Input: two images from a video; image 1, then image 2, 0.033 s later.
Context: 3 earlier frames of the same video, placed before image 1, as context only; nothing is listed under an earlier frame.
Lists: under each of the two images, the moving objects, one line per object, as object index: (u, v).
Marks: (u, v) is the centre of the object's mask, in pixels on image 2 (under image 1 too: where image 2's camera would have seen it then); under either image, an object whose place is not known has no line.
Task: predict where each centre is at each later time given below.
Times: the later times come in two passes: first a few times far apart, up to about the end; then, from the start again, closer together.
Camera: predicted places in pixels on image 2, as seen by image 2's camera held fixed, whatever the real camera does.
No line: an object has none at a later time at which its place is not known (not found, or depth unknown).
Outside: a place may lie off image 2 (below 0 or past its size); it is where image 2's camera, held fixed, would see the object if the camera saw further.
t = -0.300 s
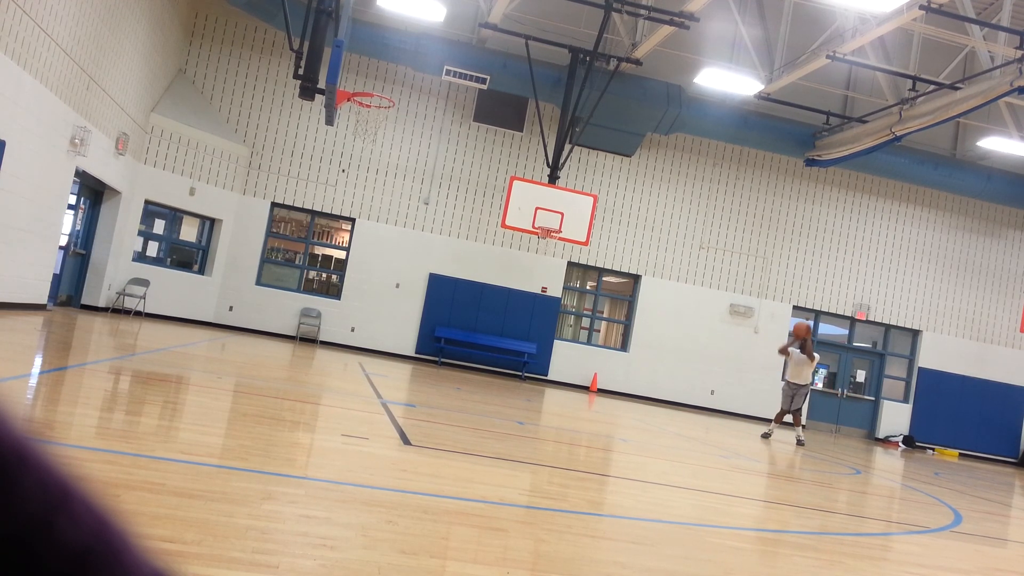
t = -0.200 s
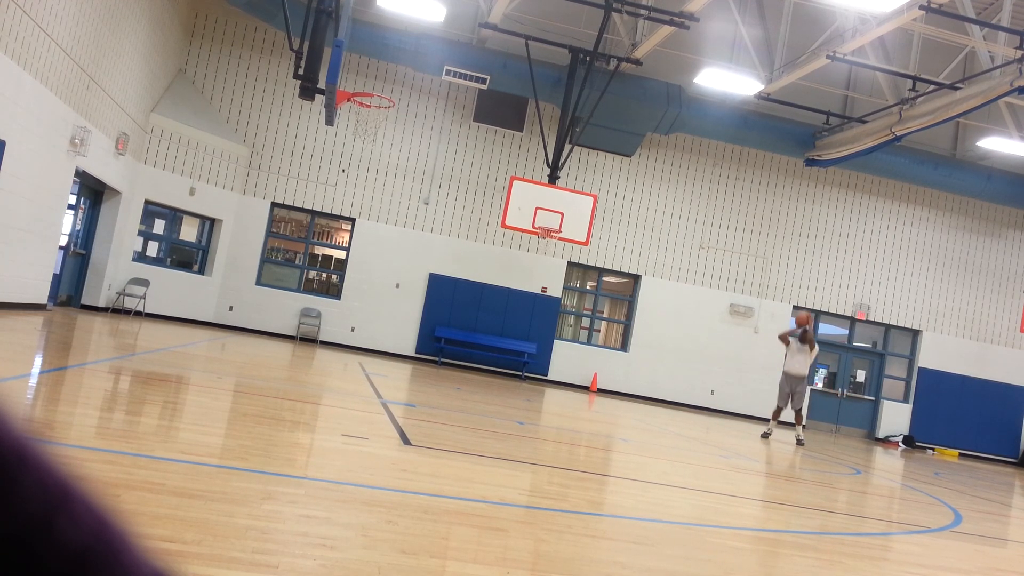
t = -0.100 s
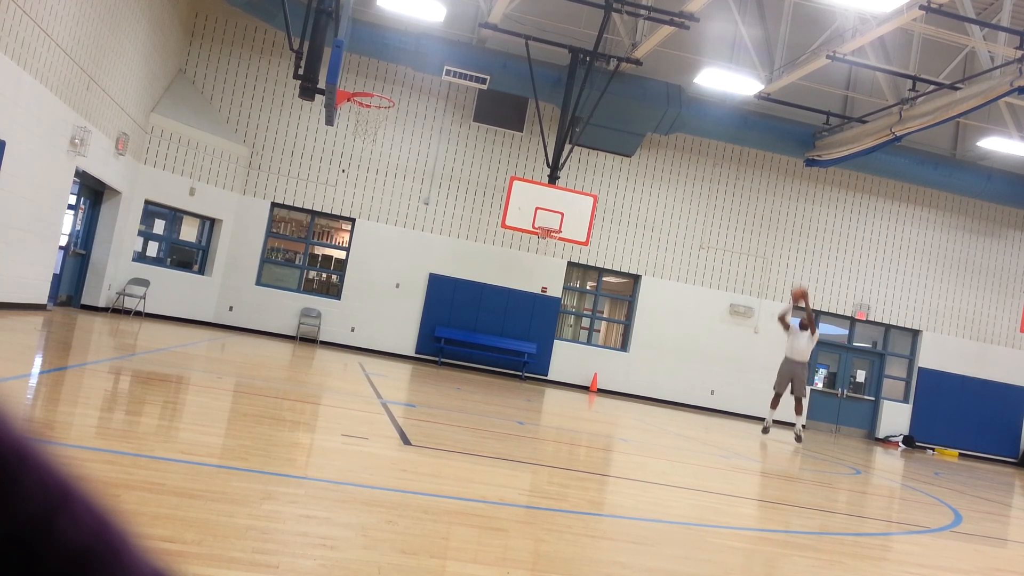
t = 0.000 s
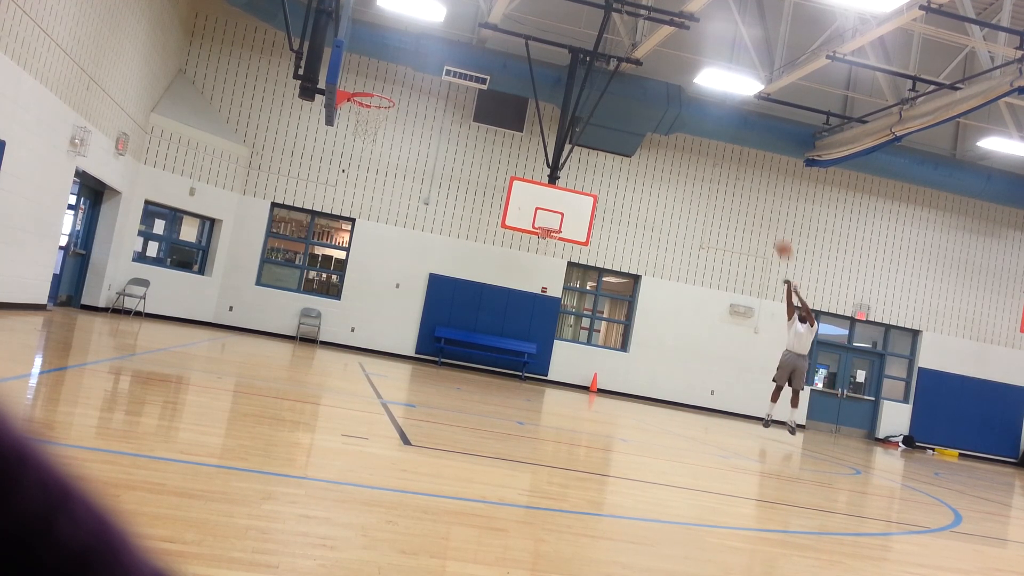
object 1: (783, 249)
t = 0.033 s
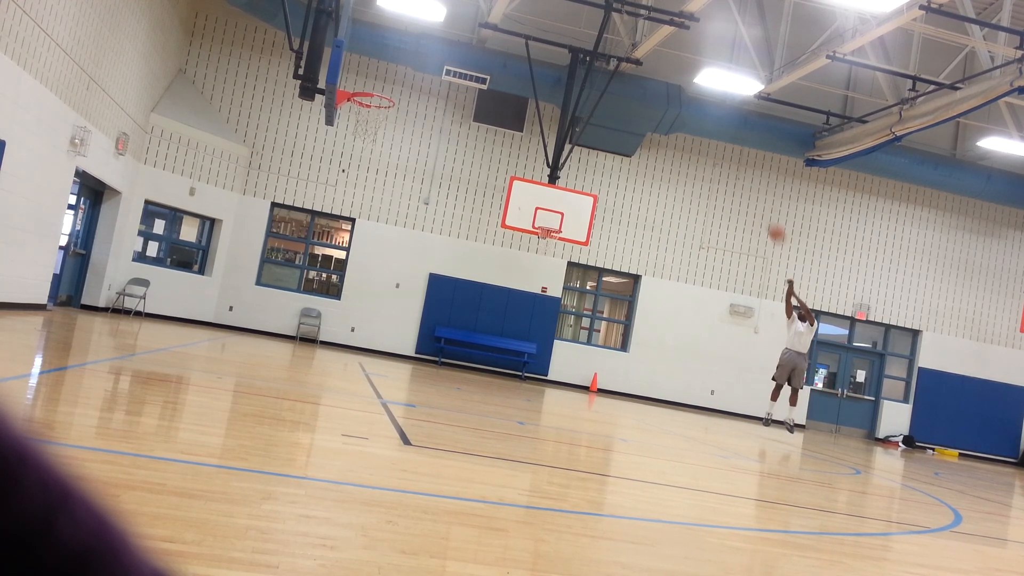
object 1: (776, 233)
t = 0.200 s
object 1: (740, 165)
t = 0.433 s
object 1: (678, 92)
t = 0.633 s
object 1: (616, 53)
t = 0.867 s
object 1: (528, 42)
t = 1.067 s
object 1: (439, 66)
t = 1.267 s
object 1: (357, 83)
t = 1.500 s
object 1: (401, 84)
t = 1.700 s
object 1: (449, 124)
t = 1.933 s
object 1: (499, 222)
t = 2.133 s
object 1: (535, 355)
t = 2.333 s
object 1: (574, 349)
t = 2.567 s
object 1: (619, 271)
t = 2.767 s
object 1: (651, 246)
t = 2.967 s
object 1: (677, 260)
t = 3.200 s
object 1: (700, 331)
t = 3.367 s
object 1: (712, 423)
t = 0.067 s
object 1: (770, 219)
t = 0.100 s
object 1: (762, 205)
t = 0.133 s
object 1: (754, 190)
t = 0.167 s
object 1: (747, 178)
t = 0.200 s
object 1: (740, 165)
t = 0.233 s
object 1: (732, 152)
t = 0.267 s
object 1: (724, 140)
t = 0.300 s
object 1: (715, 129)
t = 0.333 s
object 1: (706, 119)
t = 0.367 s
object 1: (697, 109)
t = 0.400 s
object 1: (688, 100)
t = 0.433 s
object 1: (678, 92)
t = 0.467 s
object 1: (669, 84)
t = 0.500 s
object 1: (658, 76)
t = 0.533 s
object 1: (648, 70)
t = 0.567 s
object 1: (637, 63)
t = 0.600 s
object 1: (627, 58)
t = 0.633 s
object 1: (616, 53)
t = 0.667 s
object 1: (604, 50)
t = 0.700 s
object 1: (593, 47)
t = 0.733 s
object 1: (579, 44)
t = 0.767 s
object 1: (568, 42)
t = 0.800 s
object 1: (554, 41)
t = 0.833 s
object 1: (541, 41)
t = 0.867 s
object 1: (528, 42)
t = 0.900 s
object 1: (515, 44)
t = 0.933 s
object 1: (499, 47)
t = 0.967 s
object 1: (485, 50)
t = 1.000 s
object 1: (472, 55)
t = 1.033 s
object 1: (457, 59)
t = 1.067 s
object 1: (439, 66)
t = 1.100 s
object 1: (423, 74)
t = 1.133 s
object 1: (405, 84)
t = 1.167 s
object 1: (389, 92)
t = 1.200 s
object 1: (377, 93)
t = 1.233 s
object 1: (366, 85)
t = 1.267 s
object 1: (357, 83)
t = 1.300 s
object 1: (350, 79)
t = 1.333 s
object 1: (357, 77)
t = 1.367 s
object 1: (366, 77)
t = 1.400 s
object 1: (375, 77)
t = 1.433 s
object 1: (383, 78)
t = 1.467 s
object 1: (393, 80)
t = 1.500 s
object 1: (401, 84)
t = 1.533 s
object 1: (409, 88)
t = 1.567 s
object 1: (417, 93)
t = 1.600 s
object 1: (426, 99)
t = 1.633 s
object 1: (433, 106)
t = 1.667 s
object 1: (442, 115)
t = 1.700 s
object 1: (449, 124)
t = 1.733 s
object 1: (457, 135)
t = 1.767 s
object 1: (464, 147)
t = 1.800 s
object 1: (471, 159)
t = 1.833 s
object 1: (478, 173)
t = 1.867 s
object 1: (485, 189)
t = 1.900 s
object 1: (492, 204)
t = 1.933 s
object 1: (499, 222)
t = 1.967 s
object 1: (505, 242)
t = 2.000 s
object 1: (512, 262)
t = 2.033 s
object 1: (518, 283)
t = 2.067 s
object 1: (524, 307)
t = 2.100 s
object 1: (530, 329)
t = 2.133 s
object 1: (535, 355)
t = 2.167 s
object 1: (539, 379)
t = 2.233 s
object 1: (553, 396)
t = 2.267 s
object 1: (560, 379)
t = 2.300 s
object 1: (568, 362)
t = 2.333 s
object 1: (574, 349)
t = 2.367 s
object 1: (581, 335)
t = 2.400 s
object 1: (588, 321)
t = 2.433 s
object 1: (595, 309)
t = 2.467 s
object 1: (602, 298)
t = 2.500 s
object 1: (607, 288)
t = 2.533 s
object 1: (612, 281)
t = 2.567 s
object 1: (619, 271)
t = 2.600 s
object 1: (625, 264)
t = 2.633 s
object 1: (630, 258)
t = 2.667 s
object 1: (636, 253)
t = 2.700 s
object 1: (641, 250)
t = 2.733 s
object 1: (646, 247)
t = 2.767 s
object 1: (651, 246)
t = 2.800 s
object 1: (656, 245)
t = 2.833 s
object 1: (660, 246)
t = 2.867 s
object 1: (664, 248)
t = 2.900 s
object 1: (669, 251)
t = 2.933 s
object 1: (673, 255)
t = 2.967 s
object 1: (677, 260)
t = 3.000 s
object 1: (681, 266)
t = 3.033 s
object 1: (685, 274)
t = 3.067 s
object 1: (688, 282)
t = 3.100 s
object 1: (691, 293)
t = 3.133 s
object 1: (694, 304)
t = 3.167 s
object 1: (697, 316)
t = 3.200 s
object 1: (700, 331)
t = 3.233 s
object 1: (703, 346)
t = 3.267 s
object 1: (705, 363)
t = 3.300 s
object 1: (707, 380)
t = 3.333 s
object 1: (710, 399)
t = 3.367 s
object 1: (712, 423)
